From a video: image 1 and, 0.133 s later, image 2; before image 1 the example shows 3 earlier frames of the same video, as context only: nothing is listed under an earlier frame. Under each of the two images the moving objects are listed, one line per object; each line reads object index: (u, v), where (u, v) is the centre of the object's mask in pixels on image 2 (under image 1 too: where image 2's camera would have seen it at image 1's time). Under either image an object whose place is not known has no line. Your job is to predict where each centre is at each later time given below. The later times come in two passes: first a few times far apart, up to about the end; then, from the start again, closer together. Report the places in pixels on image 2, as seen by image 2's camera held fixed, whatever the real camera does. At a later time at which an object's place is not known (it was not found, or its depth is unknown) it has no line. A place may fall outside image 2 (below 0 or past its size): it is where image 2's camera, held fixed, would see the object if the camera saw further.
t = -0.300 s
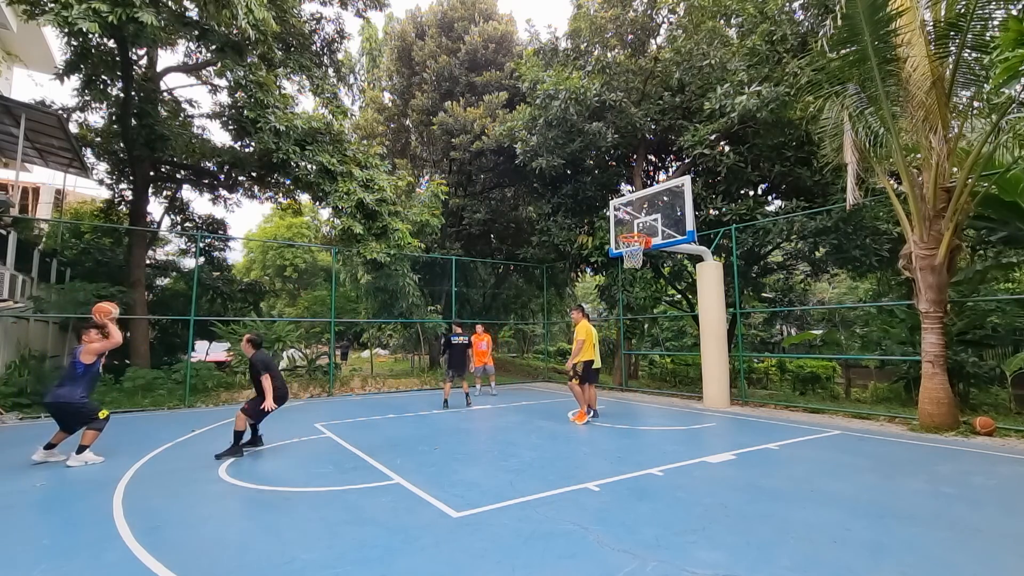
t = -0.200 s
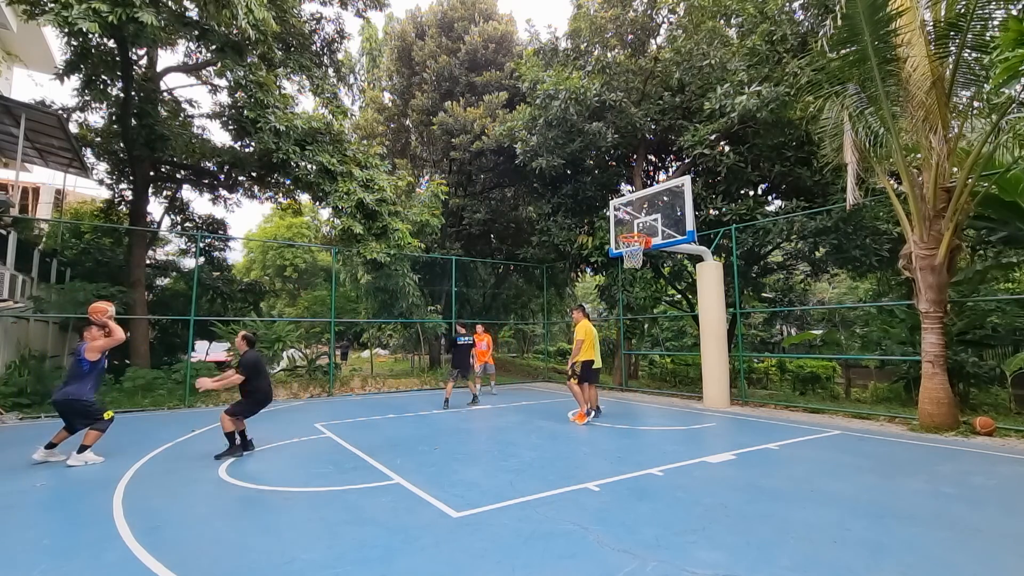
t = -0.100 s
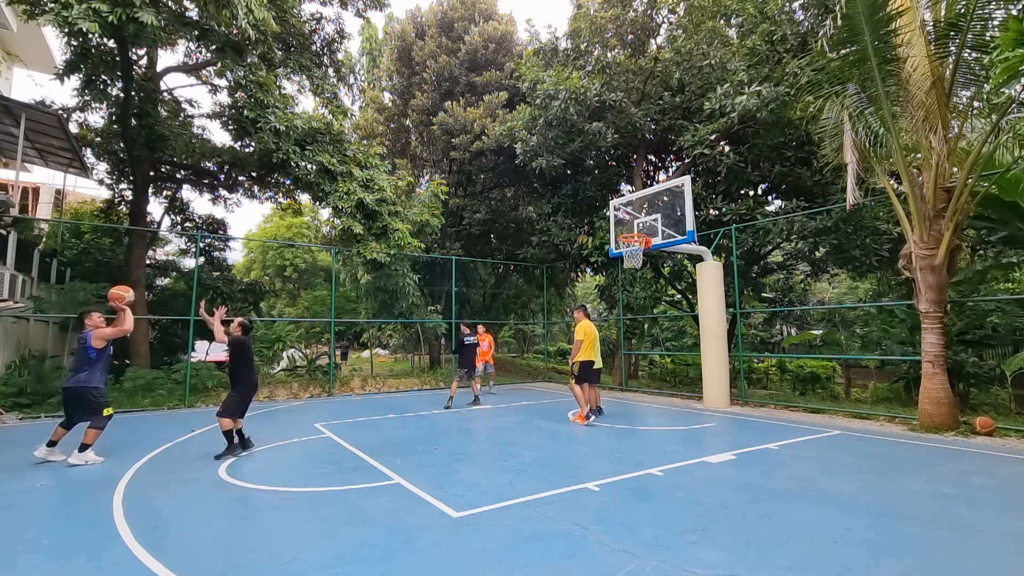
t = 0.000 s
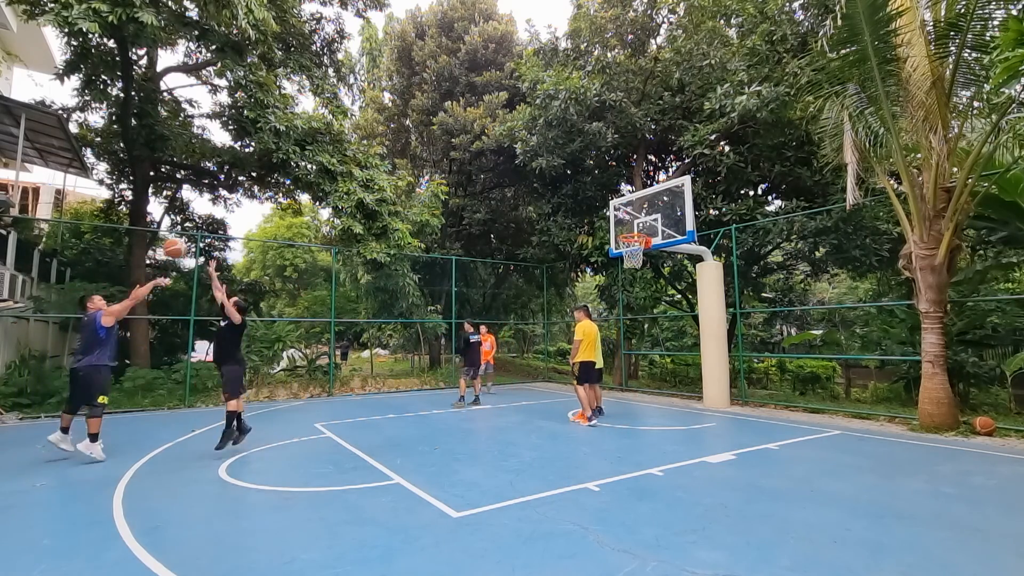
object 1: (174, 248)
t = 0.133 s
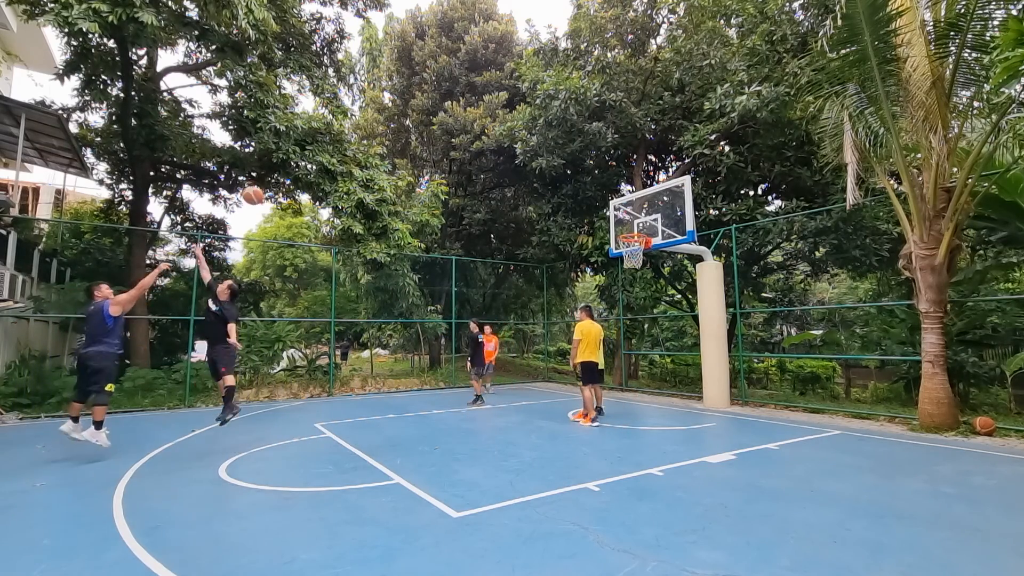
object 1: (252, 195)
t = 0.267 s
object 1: (321, 161)
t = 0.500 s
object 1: (421, 135)
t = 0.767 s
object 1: (519, 148)
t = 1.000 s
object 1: (592, 191)
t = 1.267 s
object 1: (617, 253)
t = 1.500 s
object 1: (614, 247)
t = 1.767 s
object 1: (632, 269)
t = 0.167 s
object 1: (270, 185)
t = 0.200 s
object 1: (288, 176)
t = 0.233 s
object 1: (304, 168)
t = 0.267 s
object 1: (321, 161)
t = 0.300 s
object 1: (337, 154)
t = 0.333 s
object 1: (351, 148)
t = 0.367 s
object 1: (366, 143)
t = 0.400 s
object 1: (381, 140)
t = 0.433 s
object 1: (394, 137)
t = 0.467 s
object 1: (408, 136)
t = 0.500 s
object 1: (421, 135)
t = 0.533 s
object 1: (434, 134)
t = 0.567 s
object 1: (448, 134)
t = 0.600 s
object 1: (460, 135)
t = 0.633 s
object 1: (472, 136)
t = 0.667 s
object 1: (485, 138)
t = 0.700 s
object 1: (496, 141)
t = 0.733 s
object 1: (507, 145)
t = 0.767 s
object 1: (519, 148)
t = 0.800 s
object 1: (529, 153)
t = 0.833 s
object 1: (540, 157)
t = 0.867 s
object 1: (551, 163)
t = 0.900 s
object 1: (562, 170)
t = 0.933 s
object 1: (572, 176)
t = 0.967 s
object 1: (582, 184)
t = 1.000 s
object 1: (592, 191)
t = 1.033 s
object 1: (602, 200)
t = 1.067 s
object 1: (610, 208)
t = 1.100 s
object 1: (621, 217)
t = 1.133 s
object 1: (630, 227)
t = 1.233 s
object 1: (623, 248)
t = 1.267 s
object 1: (617, 253)
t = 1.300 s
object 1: (614, 253)
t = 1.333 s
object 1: (613, 251)
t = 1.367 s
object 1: (613, 250)
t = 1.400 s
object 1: (612, 248)
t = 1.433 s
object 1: (613, 247)
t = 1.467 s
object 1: (614, 247)
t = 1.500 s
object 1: (614, 247)
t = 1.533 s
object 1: (616, 248)
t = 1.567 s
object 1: (618, 250)
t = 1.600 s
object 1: (619, 252)
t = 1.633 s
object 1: (619, 254)
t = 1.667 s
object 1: (622, 258)
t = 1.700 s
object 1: (628, 261)
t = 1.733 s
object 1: (630, 266)
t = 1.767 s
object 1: (632, 269)
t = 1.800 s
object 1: (635, 273)
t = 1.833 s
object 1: (639, 280)
